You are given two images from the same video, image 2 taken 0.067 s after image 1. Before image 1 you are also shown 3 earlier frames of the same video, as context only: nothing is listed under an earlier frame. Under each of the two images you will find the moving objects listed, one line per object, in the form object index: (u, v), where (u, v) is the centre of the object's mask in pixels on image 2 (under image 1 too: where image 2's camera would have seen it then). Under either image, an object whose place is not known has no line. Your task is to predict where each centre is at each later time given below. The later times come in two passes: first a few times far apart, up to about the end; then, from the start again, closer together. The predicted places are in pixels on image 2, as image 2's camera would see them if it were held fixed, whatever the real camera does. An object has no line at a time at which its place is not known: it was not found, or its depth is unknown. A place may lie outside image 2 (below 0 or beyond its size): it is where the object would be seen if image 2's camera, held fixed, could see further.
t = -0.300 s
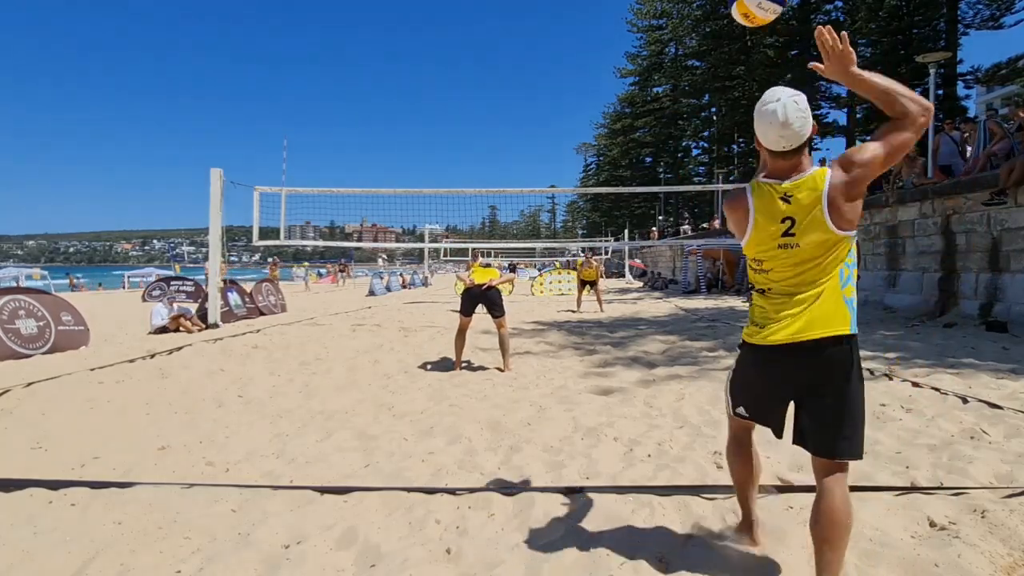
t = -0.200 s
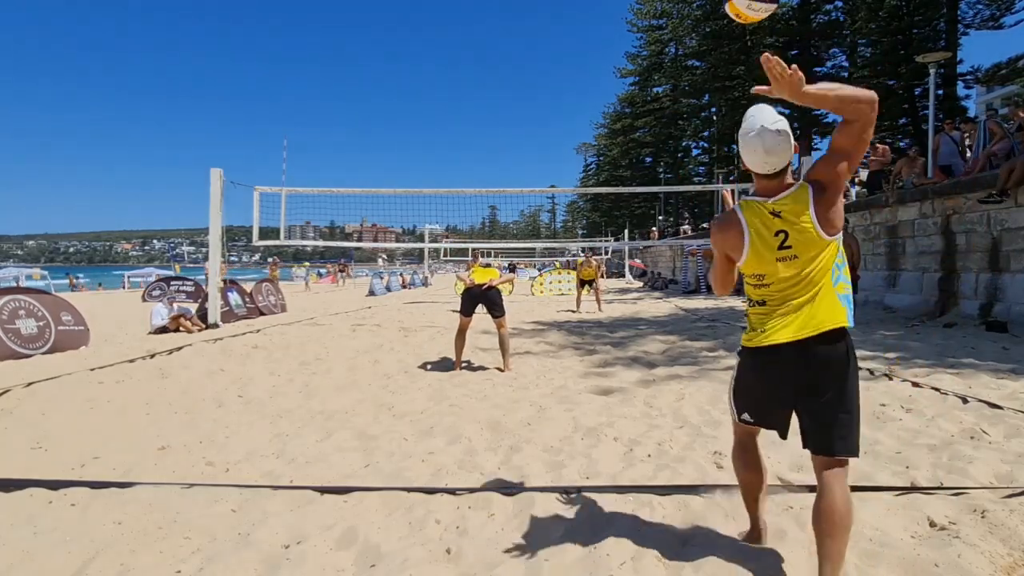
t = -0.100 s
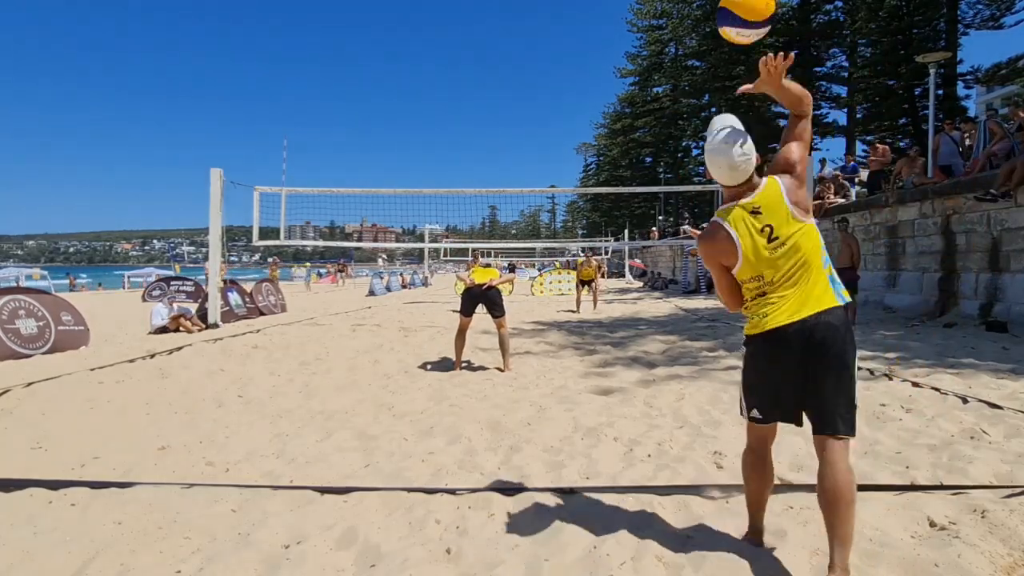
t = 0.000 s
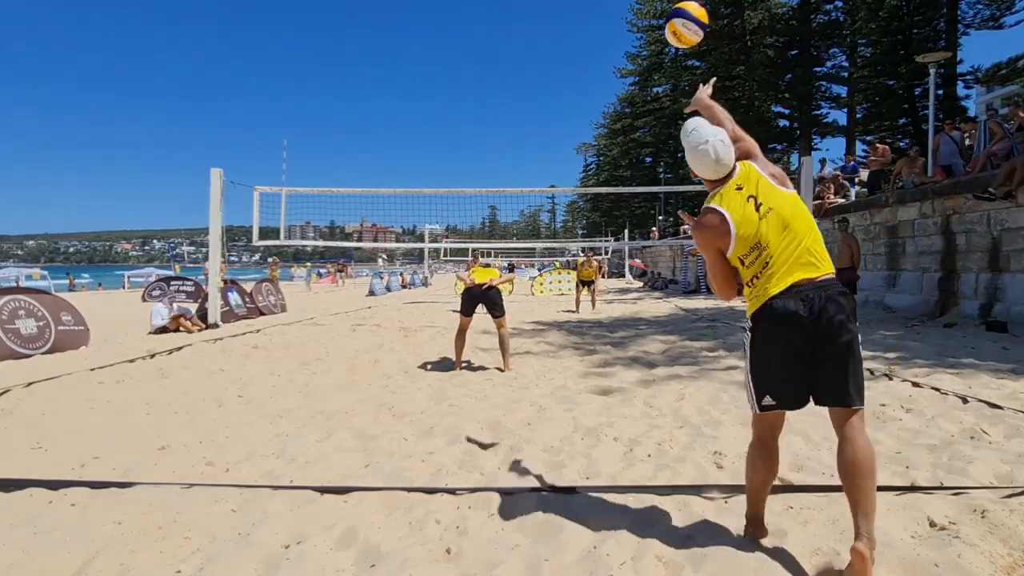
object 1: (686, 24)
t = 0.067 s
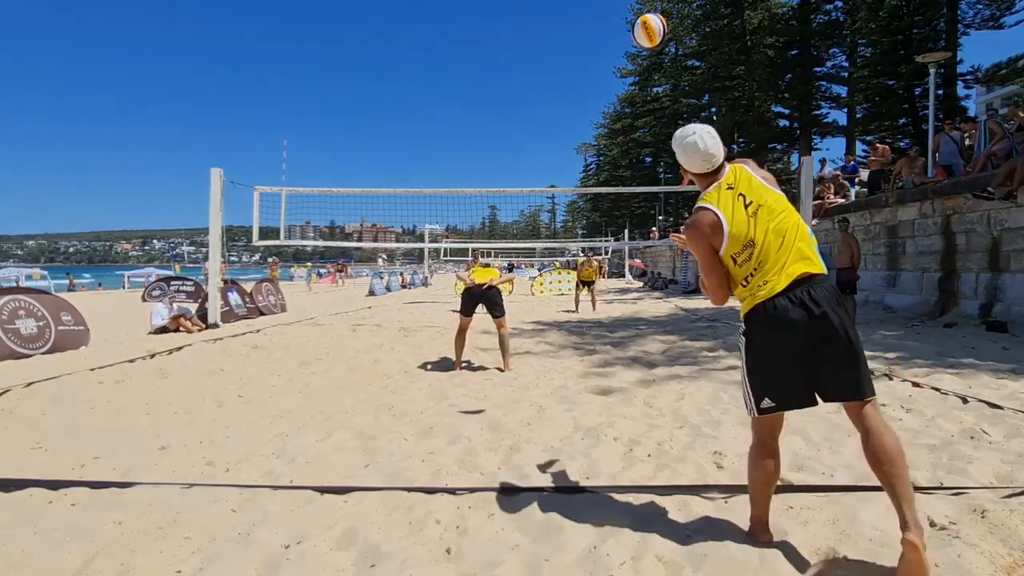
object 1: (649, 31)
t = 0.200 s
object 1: (607, 55)
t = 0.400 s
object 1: (576, 99)
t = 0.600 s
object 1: (560, 146)
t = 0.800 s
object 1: (552, 197)
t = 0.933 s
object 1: (548, 227)
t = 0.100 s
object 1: (636, 35)
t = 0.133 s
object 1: (624, 41)
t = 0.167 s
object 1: (615, 48)
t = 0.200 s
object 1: (607, 55)
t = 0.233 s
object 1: (601, 62)
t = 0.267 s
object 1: (595, 69)
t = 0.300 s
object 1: (589, 77)
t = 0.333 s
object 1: (584, 84)
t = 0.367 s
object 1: (580, 92)
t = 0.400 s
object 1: (576, 99)
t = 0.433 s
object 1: (573, 107)
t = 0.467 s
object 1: (570, 115)
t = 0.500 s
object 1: (567, 122)
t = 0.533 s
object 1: (565, 131)
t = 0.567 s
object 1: (563, 139)
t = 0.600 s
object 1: (560, 146)
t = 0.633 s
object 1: (559, 154)
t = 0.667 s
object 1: (558, 162)
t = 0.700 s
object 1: (556, 171)
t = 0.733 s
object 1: (555, 179)
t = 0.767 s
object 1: (553, 185)
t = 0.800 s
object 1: (552, 197)
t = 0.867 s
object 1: (550, 211)
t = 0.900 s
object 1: (549, 219)
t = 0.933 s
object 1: (548, 227)
